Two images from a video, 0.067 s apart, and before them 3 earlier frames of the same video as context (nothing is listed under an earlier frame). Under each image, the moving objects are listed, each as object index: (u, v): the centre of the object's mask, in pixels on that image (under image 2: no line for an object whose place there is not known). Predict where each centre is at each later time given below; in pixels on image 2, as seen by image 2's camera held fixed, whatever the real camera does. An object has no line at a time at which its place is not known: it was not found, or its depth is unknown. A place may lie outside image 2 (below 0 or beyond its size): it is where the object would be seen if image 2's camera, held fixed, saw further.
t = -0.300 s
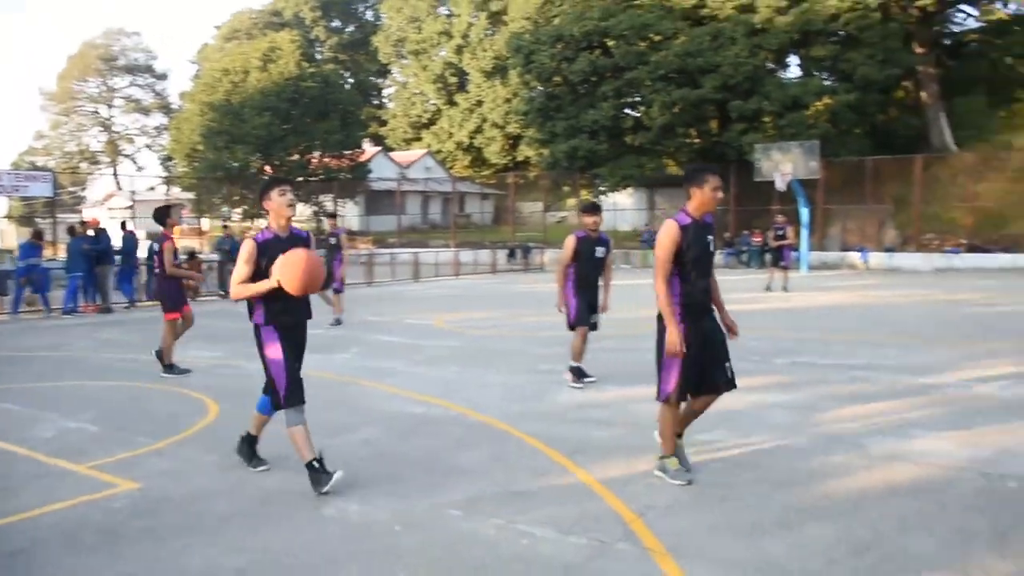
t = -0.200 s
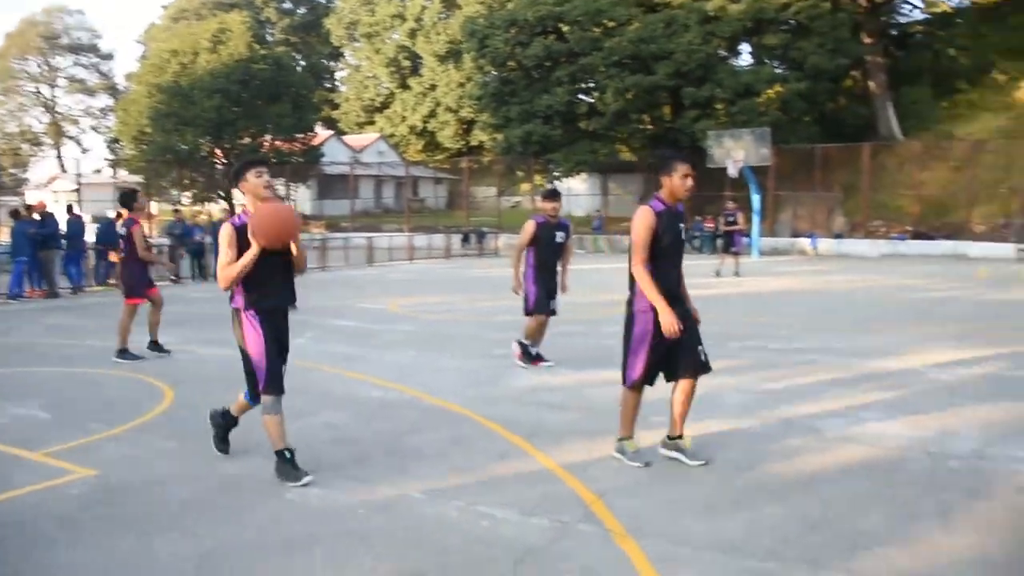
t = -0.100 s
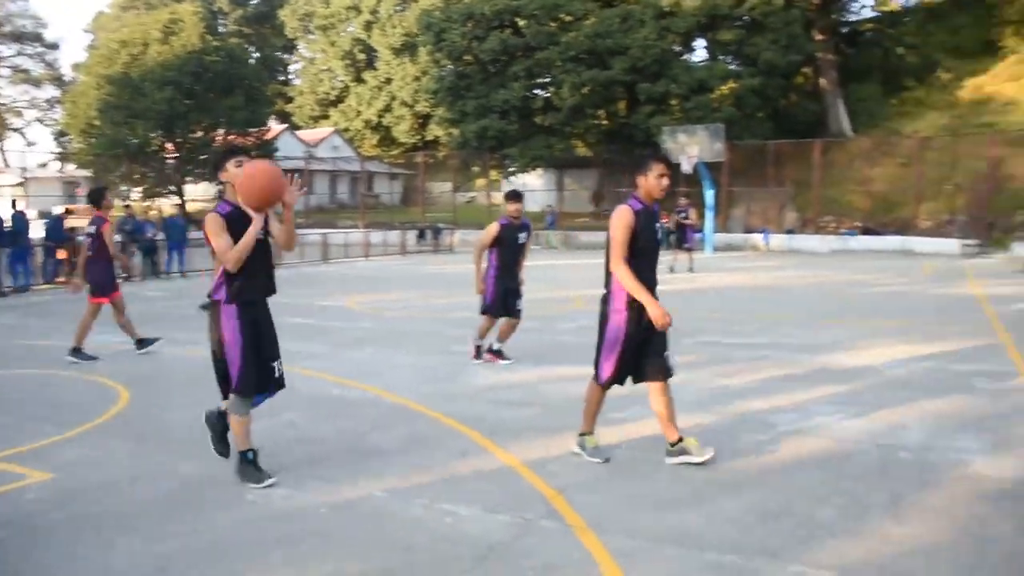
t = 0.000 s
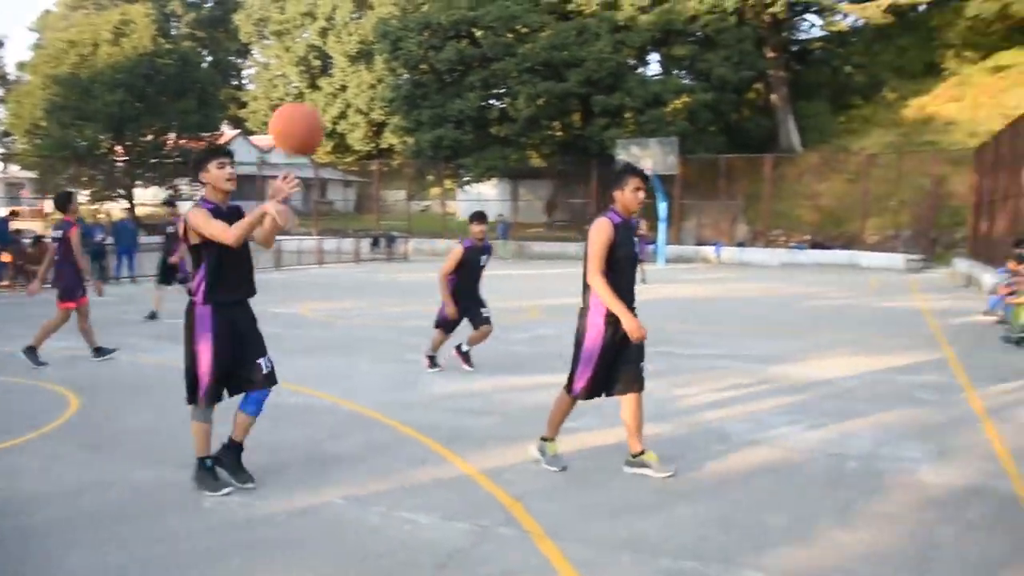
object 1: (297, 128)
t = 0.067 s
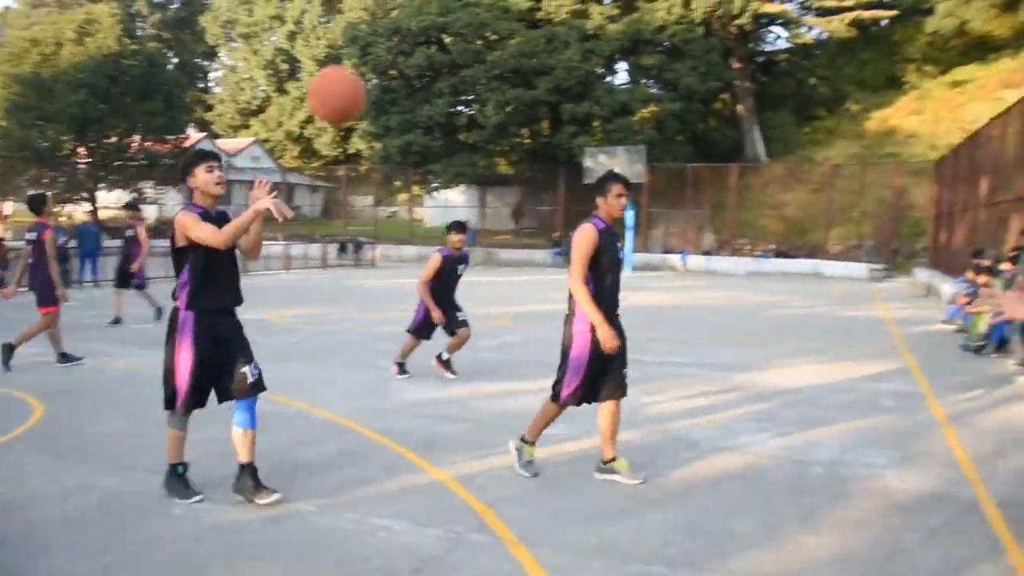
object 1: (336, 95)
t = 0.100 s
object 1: (376, 78)
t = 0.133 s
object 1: (416, 63)
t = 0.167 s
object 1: (458, 51)
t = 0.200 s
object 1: (505, 41)
